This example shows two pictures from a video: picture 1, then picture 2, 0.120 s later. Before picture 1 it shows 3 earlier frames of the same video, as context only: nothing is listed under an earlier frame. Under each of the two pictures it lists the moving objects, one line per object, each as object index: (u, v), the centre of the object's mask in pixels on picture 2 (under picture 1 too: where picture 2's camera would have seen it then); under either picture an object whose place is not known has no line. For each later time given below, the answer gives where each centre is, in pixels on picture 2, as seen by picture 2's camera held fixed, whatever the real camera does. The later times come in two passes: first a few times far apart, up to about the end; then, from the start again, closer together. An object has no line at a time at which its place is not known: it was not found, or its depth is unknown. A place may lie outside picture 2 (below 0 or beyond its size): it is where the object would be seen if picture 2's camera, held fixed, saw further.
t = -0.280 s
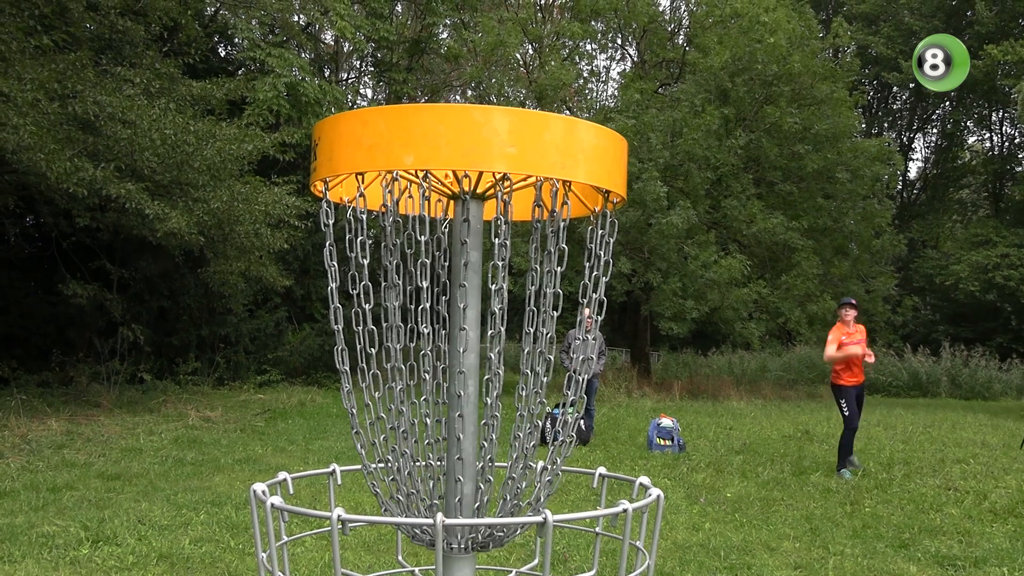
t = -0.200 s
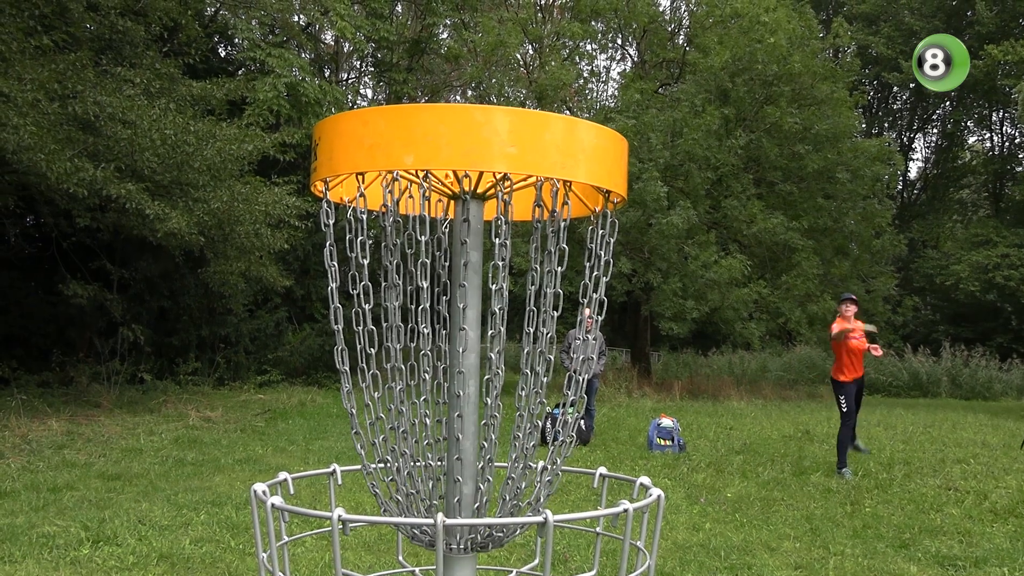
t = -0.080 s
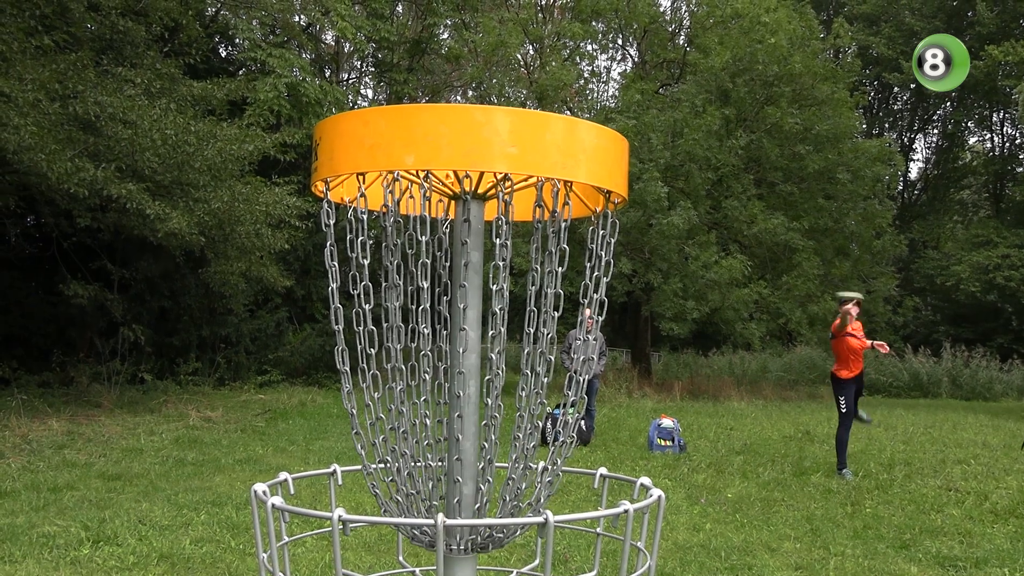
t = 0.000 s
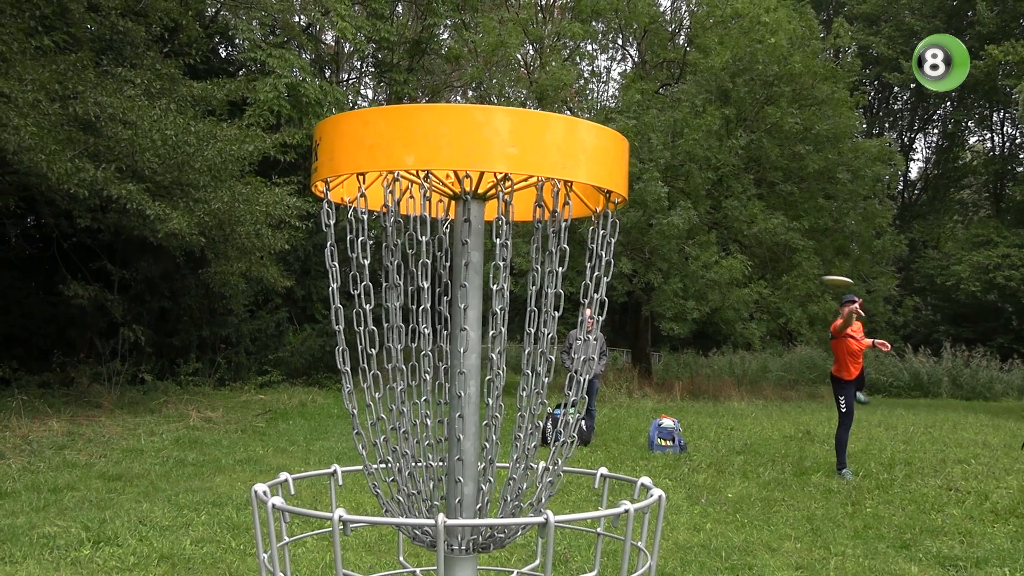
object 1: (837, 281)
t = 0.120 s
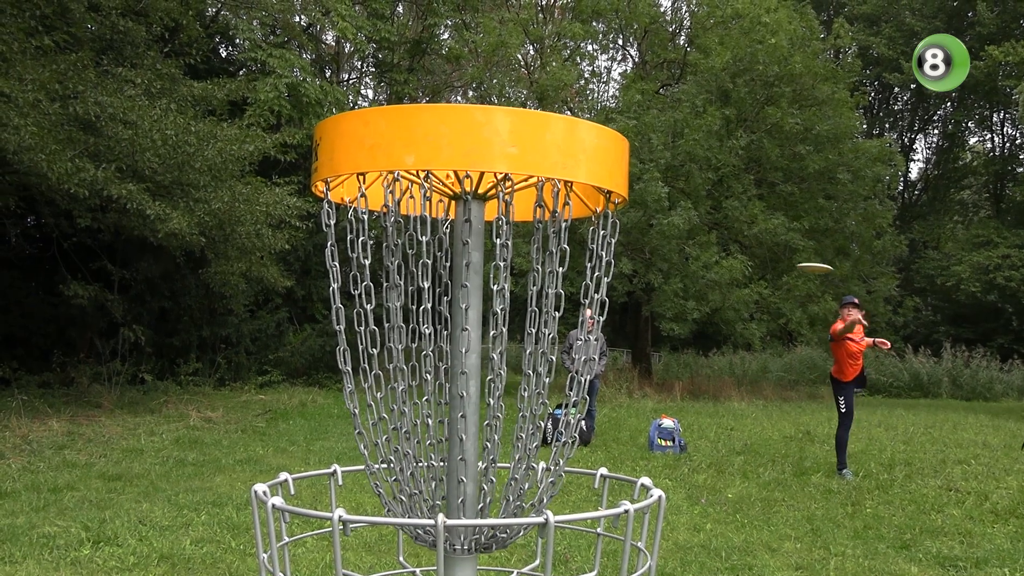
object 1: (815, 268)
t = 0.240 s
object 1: (783, 266)
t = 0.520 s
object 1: (653, 323)
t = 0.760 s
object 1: (515, 465)
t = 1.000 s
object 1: (506, 551)
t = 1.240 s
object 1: (545, 558)
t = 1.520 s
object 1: (544, 561)
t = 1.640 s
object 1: (545, 561)
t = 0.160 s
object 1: (805, 266)
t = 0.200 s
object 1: (795, 265)
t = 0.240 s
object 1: (783, 266)
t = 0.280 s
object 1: (772, 268)
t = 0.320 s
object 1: (759, 272)
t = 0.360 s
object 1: (742, 277)
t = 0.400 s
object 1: (724, 284)
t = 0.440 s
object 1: (704, 294)
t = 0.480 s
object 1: (682, 306)
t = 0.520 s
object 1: (653, 323)
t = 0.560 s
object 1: (632, 344)
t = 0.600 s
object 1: (610, 379)
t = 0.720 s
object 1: (513, 449)
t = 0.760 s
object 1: (515, 465)
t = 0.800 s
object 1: (507, 500)
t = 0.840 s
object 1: (503, 533)
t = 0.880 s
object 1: (501, 537)
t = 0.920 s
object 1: (501, 532)
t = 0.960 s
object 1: (503, 551)
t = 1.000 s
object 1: (506, 551)
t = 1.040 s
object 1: (515, 541)
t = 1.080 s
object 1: (521, 544)
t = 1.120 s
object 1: (532, 551)
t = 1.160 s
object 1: (543, 554)
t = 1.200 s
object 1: (544, 556)
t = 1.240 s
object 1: (545, 558)
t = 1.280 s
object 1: (545, 560)
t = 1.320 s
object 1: (545, 561)
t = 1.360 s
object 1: (545, 562)
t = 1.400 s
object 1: (545, 562)
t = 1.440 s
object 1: (545, 561)
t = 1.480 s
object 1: (545, 561)
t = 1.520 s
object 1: (544, 561)
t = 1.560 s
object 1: (545, 562)
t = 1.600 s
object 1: (545, 562)
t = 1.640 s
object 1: (545, 561)
